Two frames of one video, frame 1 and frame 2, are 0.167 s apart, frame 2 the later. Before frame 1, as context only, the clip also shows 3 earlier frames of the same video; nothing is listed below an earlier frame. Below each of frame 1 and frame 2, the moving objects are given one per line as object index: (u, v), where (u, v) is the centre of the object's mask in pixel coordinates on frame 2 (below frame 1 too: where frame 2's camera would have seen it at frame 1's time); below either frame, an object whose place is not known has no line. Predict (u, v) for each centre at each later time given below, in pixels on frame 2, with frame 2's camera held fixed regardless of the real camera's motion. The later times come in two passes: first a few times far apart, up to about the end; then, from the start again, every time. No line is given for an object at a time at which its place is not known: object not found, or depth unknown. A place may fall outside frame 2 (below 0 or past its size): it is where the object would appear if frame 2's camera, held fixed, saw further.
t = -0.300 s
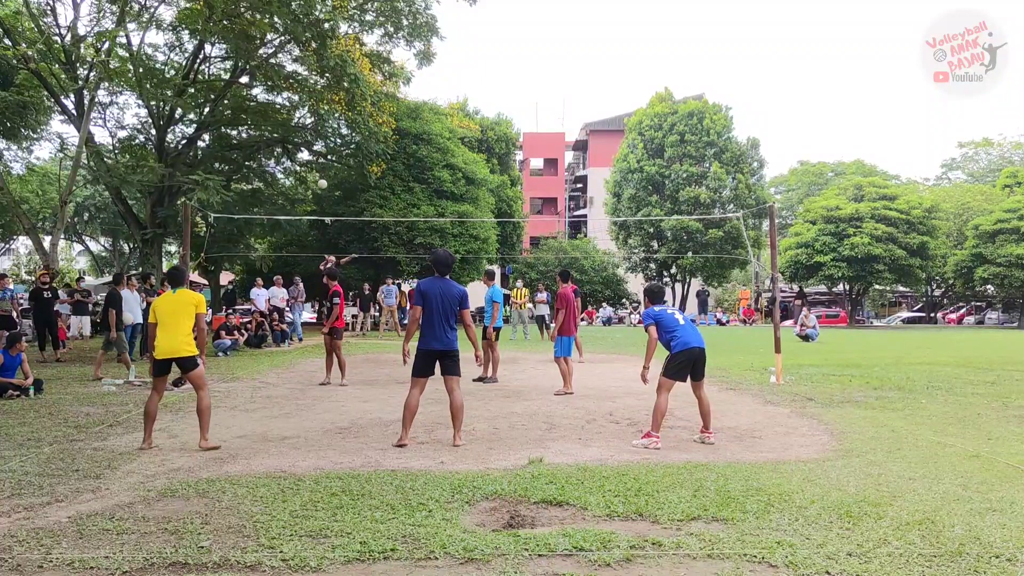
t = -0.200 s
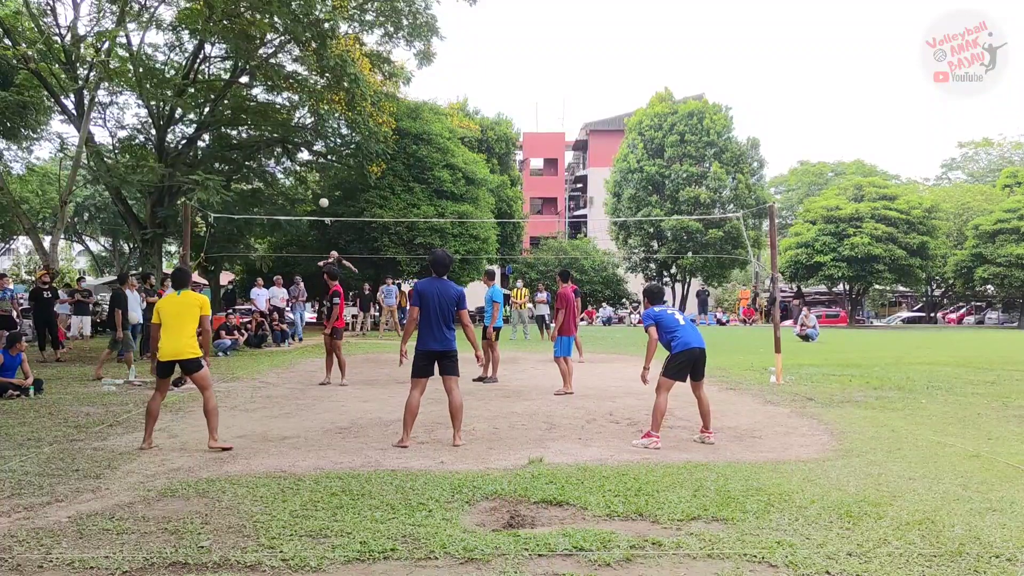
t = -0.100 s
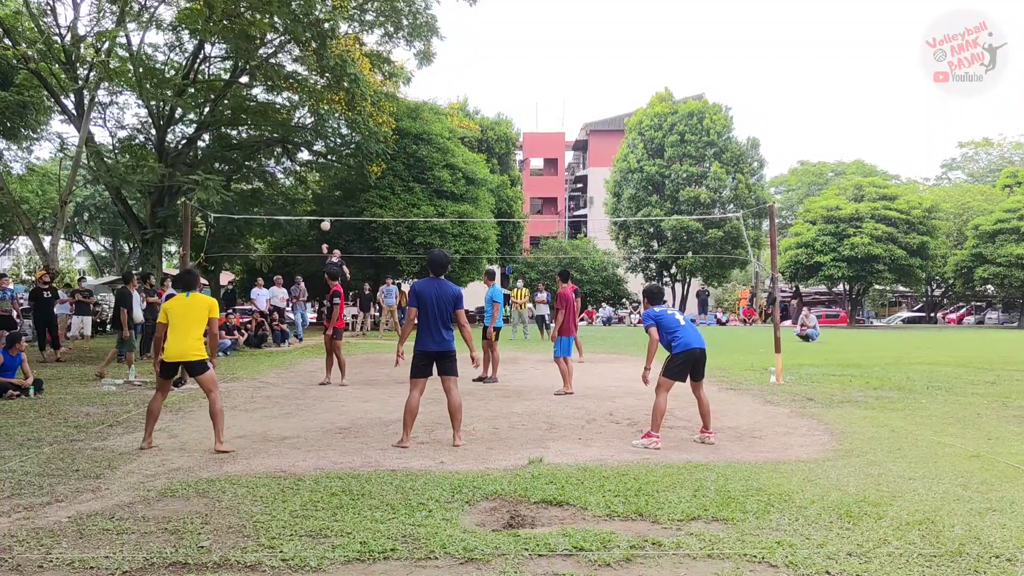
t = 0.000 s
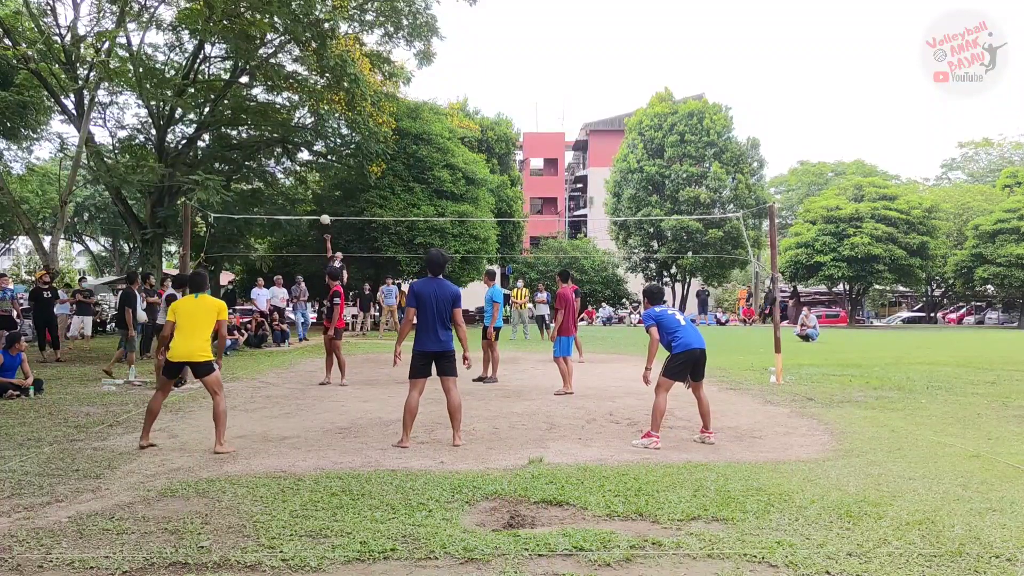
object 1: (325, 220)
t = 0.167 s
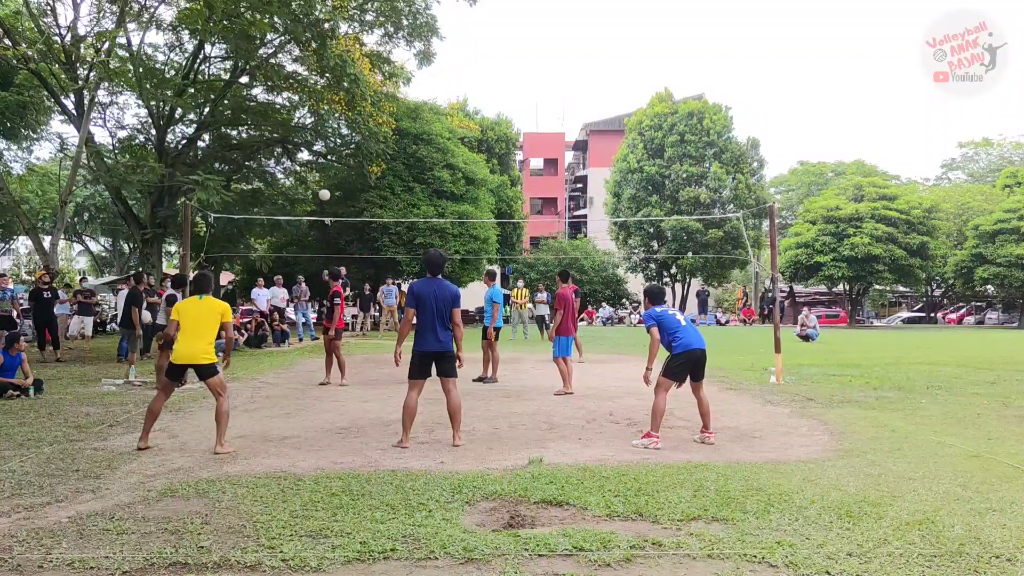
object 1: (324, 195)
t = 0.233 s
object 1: (324, 189)
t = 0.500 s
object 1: (330, 202)
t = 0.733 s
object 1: (342, 290)
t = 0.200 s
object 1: (324, 192)
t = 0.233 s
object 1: (324, 189)
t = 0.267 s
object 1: (324, 188)
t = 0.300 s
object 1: (325, 187)
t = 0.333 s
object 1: (325, 187)
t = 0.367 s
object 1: (326, 187)
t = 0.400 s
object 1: (327, 189)
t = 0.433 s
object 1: (328, 192)
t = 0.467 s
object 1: (329, 196)
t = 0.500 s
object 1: (330, 202)
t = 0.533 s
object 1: (331, 209)
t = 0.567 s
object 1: (332, 217)
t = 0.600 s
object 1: (334, 228)
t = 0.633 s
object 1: (336, 240)
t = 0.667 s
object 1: (338, 254)
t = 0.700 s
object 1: (340, 271)
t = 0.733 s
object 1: (342, 290)
